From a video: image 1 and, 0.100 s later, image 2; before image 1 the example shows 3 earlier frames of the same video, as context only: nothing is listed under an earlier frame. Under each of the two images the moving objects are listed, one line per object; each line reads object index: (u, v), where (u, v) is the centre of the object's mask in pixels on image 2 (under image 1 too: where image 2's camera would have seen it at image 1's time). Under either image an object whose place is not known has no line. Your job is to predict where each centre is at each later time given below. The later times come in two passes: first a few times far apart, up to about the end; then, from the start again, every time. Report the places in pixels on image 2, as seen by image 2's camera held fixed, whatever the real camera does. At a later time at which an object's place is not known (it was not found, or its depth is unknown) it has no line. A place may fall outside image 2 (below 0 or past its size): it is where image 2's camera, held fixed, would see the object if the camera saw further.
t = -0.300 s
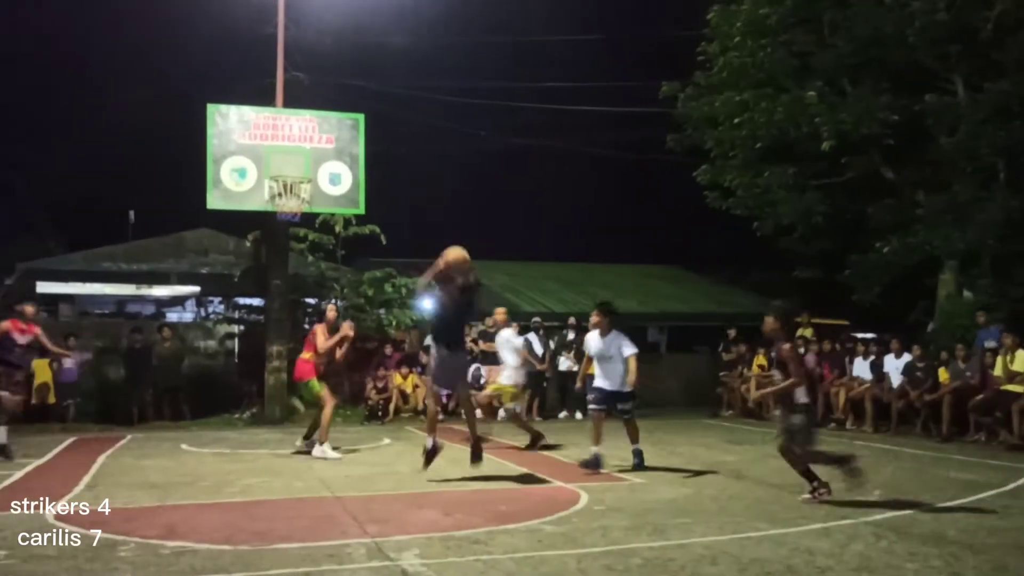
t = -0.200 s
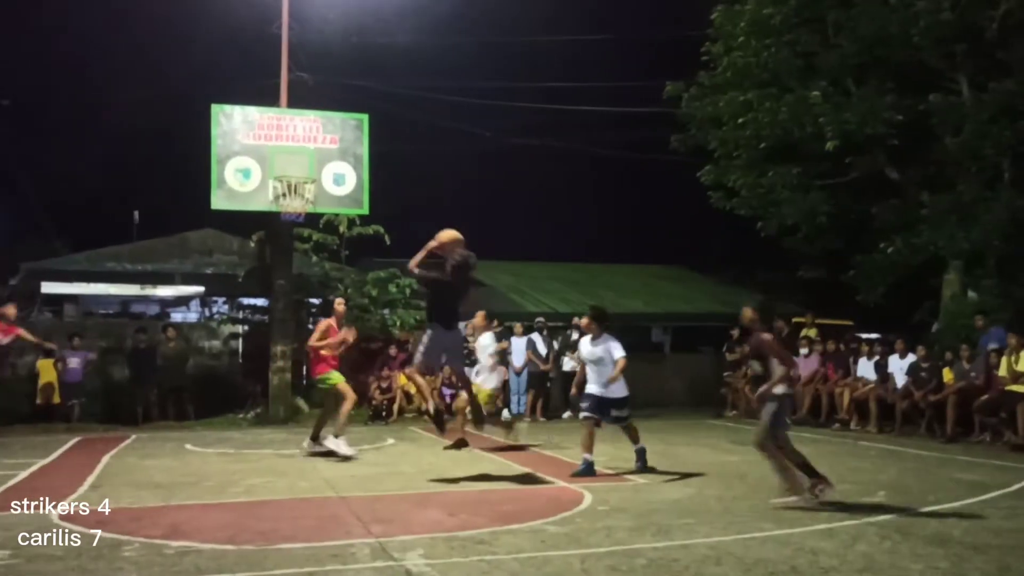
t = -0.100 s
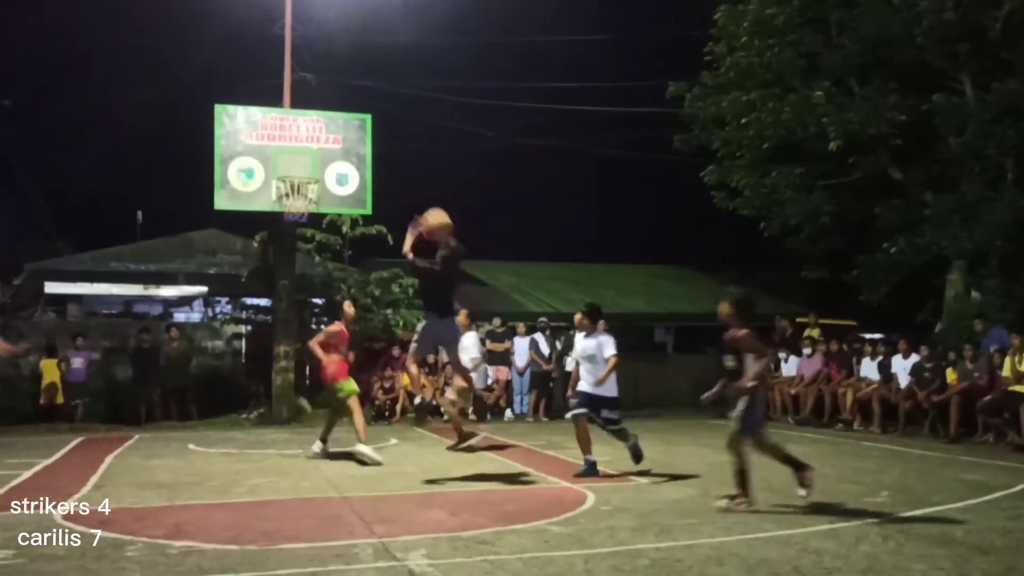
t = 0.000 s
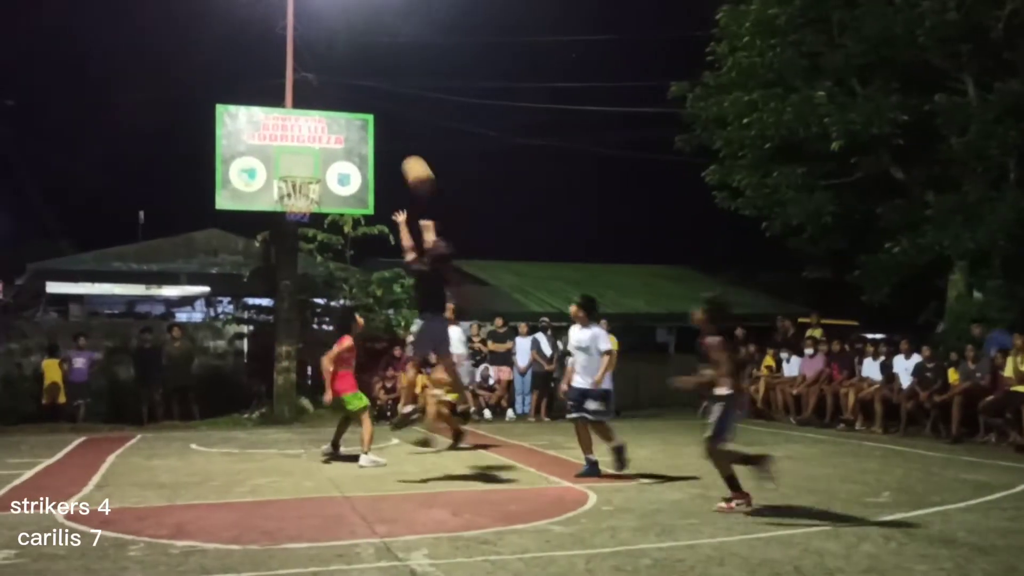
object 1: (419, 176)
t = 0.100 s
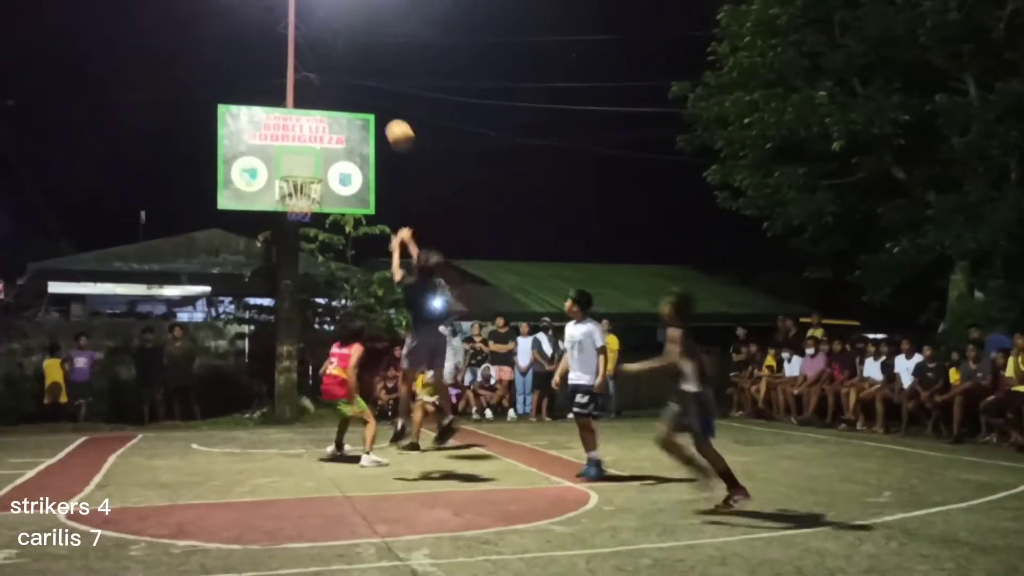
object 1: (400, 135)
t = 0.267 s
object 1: (371, 97)
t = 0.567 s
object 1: (328, 101)
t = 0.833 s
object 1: (296, 170)
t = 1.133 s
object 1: (335, 128)
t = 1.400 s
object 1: (377, 143)
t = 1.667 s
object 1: (422, 226)
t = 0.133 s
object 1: (394, 125)
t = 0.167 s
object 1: (388, 117)
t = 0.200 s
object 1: (382, 108)
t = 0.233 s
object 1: (376, 102)
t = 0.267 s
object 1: (371, 97)
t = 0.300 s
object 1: (366, 94)
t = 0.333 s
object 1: (361, 91)
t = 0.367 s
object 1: (356, 90)
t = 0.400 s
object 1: (351, 90)
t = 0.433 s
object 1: (346, 90)
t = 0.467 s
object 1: (341, 92)
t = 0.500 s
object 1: (337, 94)
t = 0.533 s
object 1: (333, 98)
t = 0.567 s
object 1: (328, 101)
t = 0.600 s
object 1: (324, 108)
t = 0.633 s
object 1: (320, 113)
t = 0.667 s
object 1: (317, 120)
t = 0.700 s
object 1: (314, 128)
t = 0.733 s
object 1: (307, 139)
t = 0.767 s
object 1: (304, 146)
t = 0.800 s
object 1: (300, 158)
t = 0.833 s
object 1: (296, 170)
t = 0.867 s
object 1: (297, 170)
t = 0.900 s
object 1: (302, 162)
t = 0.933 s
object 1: (306, 156)
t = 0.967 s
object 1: (312, 148)
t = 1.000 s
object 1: (315, 144)
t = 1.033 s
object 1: (320, 138)
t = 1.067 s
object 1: (326, 133)
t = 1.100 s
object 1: (331, 131)
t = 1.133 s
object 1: (335, 128)
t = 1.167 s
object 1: (340, 127)
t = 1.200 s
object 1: (346, 126)
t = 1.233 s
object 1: (350, 127)
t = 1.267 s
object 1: (356, 127)
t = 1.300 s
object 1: (361, 130)
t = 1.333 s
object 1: (366, 133)
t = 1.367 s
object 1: (371, 138)
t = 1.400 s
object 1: (377, 143)
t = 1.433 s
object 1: (383, 149)
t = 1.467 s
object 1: (387, 156)
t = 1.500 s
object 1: (393, 165)
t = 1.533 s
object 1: (399, 175)
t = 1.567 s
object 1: (405, 186)
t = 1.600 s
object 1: (410, 198)
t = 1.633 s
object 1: (416, 211)
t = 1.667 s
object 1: (422, 226)
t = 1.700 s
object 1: (428, 241)
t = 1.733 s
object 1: (434, 258)
